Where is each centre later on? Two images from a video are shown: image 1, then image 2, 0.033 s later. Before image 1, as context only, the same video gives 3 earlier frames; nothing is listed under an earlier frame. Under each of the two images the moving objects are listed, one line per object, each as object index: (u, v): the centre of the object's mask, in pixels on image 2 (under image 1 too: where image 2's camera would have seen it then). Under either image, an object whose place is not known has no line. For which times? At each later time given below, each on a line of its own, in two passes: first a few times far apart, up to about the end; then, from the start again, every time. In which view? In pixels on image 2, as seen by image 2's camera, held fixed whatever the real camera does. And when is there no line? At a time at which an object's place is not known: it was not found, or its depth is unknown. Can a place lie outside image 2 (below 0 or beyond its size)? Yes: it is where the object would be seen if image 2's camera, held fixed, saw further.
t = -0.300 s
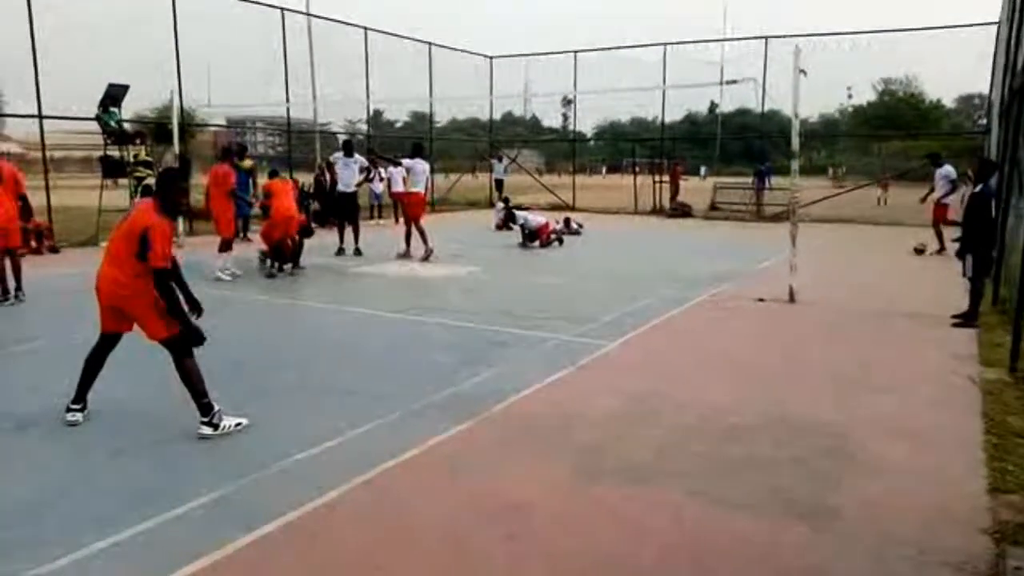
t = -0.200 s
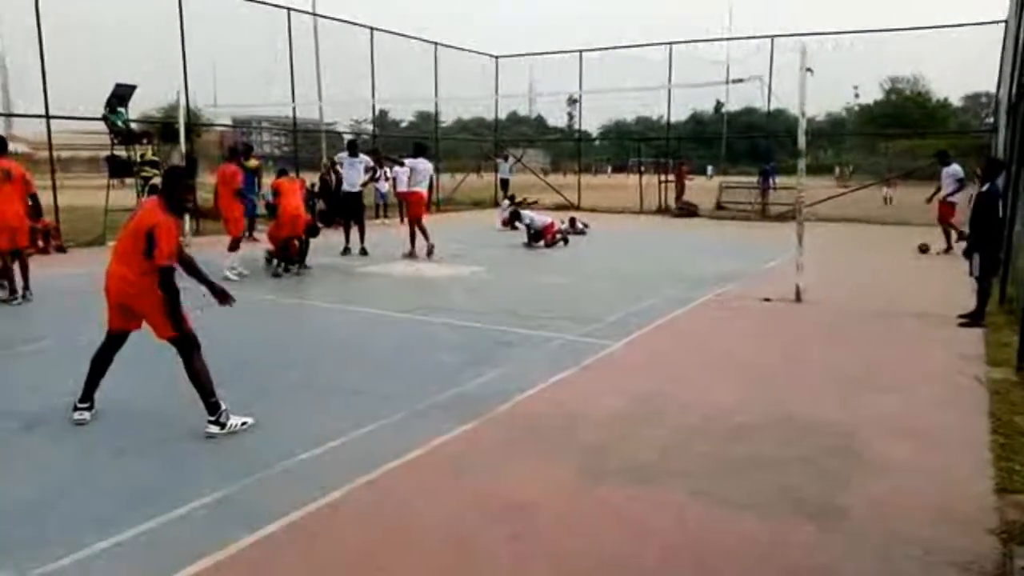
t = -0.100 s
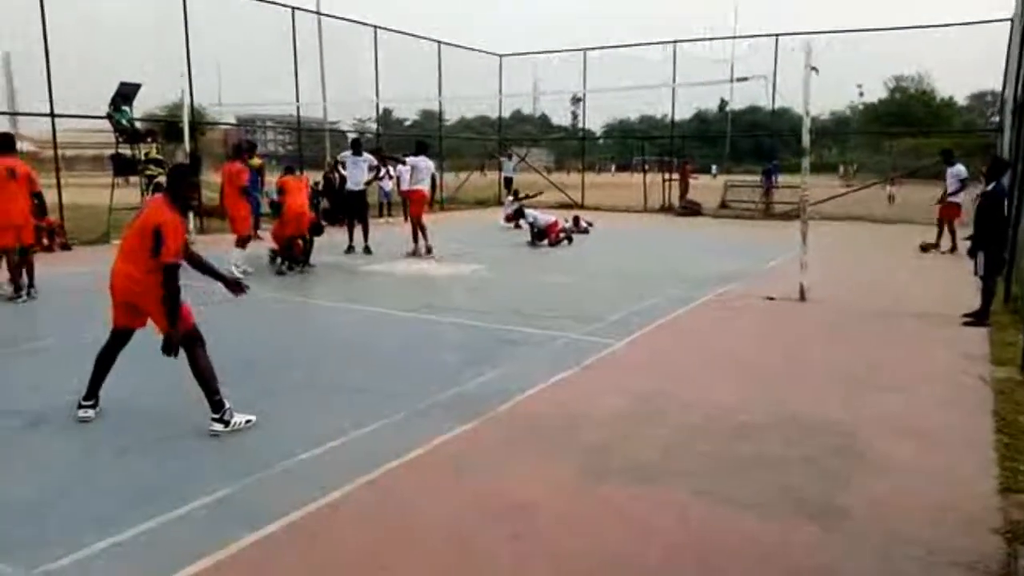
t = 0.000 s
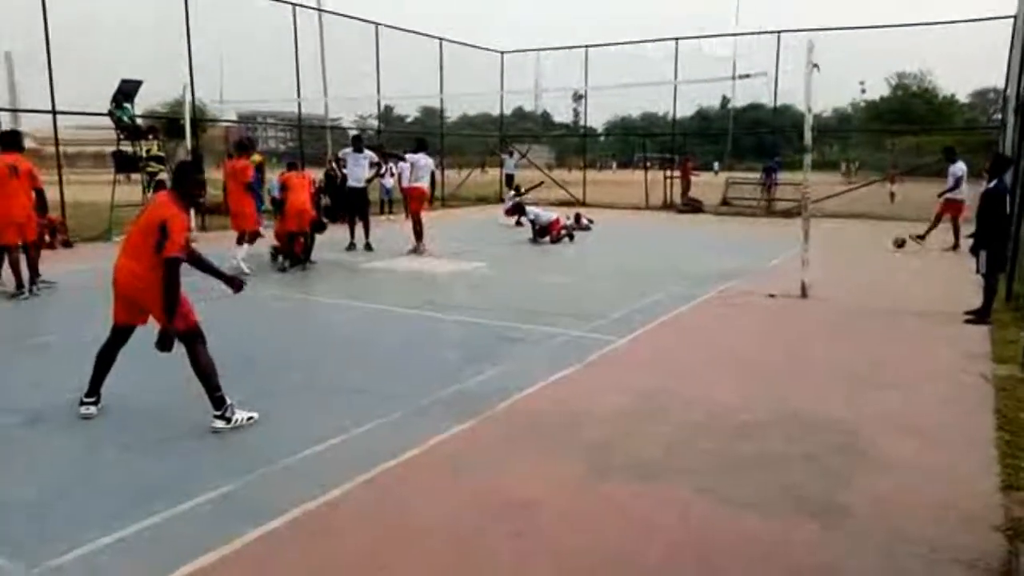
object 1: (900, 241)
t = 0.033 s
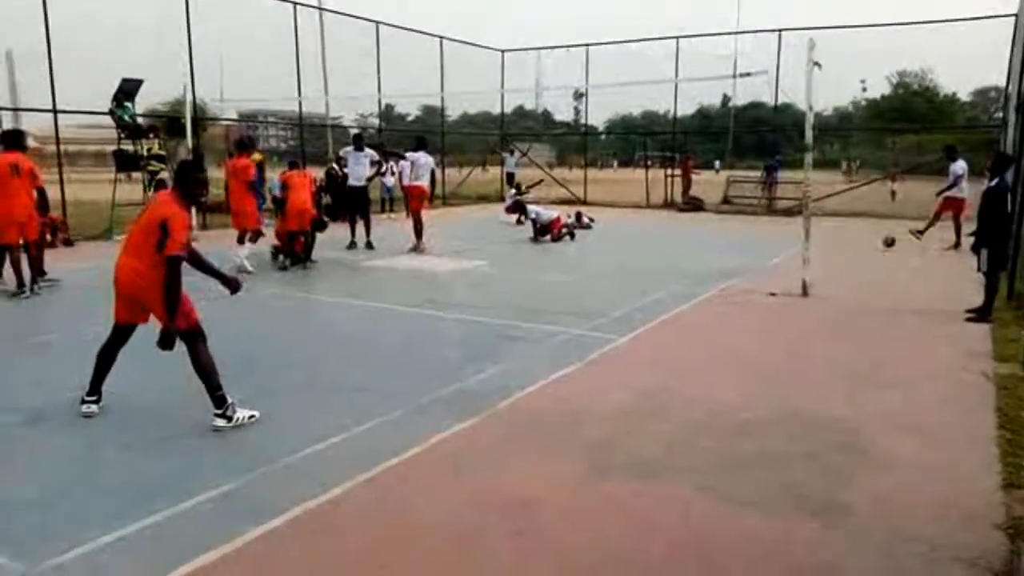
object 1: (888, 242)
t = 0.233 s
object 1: (822, 245)
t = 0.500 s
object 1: (737, 252)
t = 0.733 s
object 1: (672, 259)
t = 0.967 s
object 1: (607, 264)
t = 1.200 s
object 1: (537, 270)
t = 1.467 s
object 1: (451, 275)
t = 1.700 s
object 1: (369, 283)
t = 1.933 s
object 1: (281, 289)
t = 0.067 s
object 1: (877, 243)
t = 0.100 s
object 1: (865, 245)
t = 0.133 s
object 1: (852, 246)
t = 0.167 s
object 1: (842, 245)
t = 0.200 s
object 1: (832, 245)
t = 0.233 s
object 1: (822, 245)
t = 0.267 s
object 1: (813, 246)
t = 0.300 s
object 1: (797, 248)
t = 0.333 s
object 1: (787, 250)
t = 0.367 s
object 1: (776, 252)
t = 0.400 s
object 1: (767, 250)
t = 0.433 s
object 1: (757, 250)
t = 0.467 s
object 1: (747, 251)
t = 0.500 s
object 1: (737, 252)
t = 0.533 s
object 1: (727, 254)
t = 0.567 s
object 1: (717, 257)
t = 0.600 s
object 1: (708, 256)
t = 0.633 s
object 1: (699, 256)
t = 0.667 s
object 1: (691, 256)
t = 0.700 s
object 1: (682, 257)
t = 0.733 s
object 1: (672, 259)
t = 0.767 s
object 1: (663, 261)
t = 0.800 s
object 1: (654, 260)
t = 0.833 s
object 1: (645, 260)
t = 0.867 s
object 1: (635, 260)
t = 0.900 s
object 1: (626, 263)
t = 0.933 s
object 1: (616, 264)
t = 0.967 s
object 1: (607, 264)
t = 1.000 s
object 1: (597, 264)
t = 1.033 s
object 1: (587, 265)
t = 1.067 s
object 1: (577, 267)
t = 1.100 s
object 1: (567, 267)
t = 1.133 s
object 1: (557, 267)
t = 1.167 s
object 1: (547, 269)
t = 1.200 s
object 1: (537, 270)
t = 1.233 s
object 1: (527, 270)
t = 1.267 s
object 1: (516, 271)
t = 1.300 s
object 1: (505, 272)
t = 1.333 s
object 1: (495, 272)
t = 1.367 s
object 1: (484, 272)
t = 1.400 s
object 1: (473, 273)
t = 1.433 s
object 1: (462, 275)
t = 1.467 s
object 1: (451, 275)
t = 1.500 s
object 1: (440, 276)
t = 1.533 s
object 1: (428, 277)
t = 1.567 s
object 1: (417, 279)
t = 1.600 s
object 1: (405, 279)
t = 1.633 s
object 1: (392, 279)
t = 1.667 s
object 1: (381, 281)
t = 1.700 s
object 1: (369, 283)
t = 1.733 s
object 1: (358, 284)
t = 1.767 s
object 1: (346, 284)
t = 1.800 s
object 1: (333, 286)
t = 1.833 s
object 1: (320, 285)
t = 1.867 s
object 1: (308, 289)
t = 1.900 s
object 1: (294, 288)
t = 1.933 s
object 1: (281, 289)
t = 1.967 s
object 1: (267, 291)
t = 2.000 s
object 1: (254, 291)
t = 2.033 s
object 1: (240, 292)
